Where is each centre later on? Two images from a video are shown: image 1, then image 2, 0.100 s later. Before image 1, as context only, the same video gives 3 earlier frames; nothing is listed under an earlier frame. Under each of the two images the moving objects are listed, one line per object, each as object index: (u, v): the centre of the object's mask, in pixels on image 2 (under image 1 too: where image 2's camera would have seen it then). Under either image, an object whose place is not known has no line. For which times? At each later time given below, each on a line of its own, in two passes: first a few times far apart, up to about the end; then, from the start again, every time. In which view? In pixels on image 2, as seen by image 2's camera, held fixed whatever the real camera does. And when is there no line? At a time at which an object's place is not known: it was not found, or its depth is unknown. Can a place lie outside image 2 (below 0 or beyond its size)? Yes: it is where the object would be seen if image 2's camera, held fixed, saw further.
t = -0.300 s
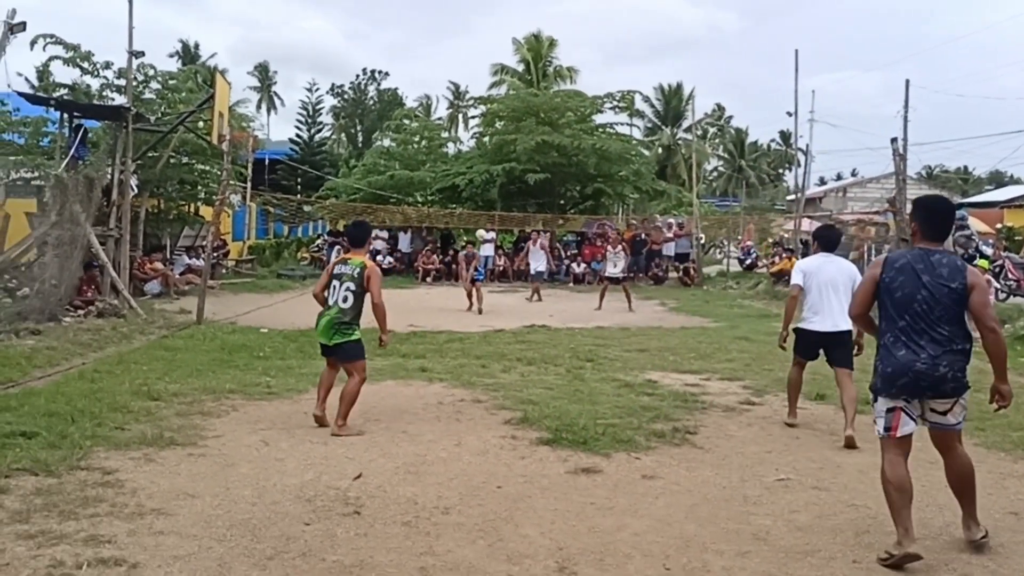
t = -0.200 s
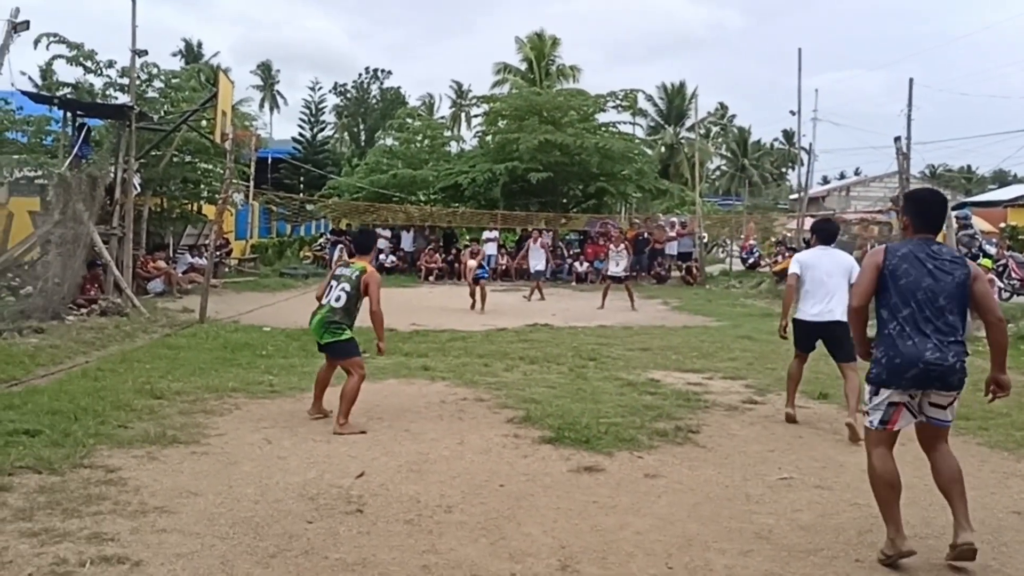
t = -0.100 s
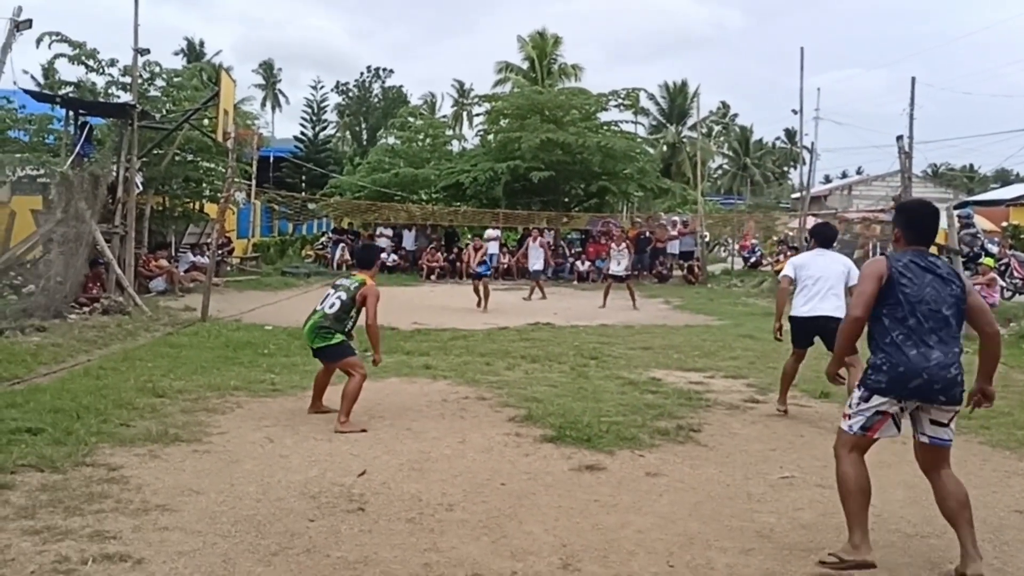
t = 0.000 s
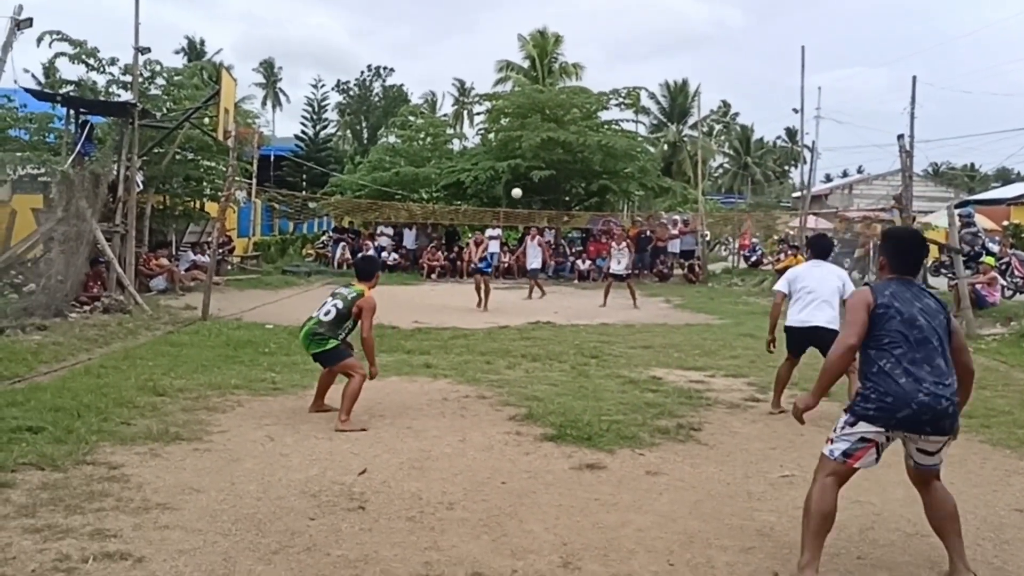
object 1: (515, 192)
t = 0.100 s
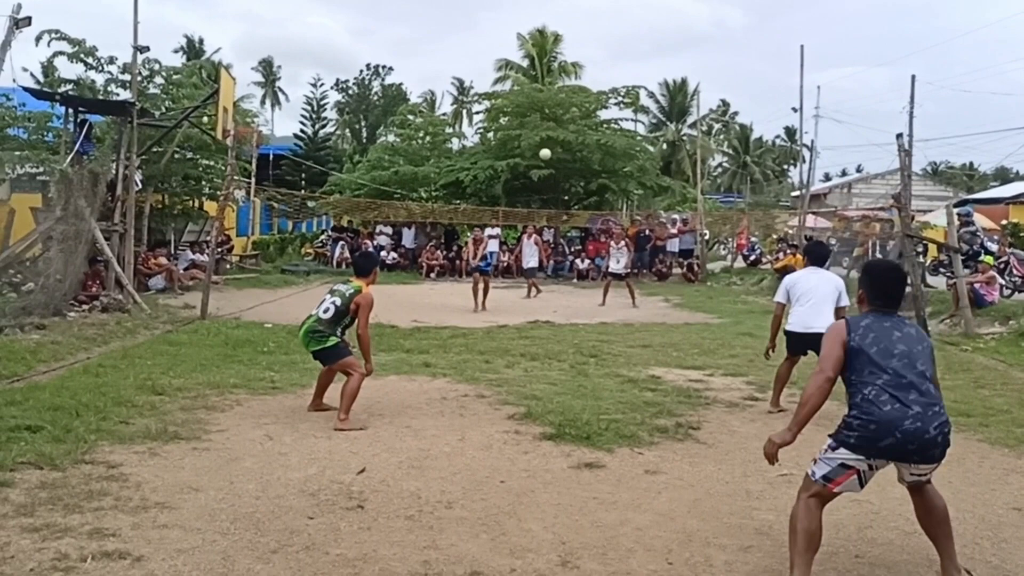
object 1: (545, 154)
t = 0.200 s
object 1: (579, 117)
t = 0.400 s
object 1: (664, 54)
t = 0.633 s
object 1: (803, 2)
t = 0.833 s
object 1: (972, -7)
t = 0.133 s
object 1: (556, 142)
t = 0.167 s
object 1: (567, 129)
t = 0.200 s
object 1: (579, 117)
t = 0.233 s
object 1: (591, 106)
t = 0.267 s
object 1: (605, 94)
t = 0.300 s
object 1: (618, 85)
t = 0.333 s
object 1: (633, 75)
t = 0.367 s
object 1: (648, 64)
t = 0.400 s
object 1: (664, 54)
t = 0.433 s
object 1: (681, 44)
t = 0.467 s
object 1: (699, 36)
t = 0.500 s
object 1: (717, 29)
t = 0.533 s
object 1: (737, 21)
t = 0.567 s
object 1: (759, 13)
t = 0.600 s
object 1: (780, 8)
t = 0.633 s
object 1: (803, 2)
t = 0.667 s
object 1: (828, -2)
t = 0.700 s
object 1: (853, -4)
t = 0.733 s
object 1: (881, -7)
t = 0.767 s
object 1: (909, -8)
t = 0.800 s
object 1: (940, -8)
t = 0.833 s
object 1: (972, -7)
